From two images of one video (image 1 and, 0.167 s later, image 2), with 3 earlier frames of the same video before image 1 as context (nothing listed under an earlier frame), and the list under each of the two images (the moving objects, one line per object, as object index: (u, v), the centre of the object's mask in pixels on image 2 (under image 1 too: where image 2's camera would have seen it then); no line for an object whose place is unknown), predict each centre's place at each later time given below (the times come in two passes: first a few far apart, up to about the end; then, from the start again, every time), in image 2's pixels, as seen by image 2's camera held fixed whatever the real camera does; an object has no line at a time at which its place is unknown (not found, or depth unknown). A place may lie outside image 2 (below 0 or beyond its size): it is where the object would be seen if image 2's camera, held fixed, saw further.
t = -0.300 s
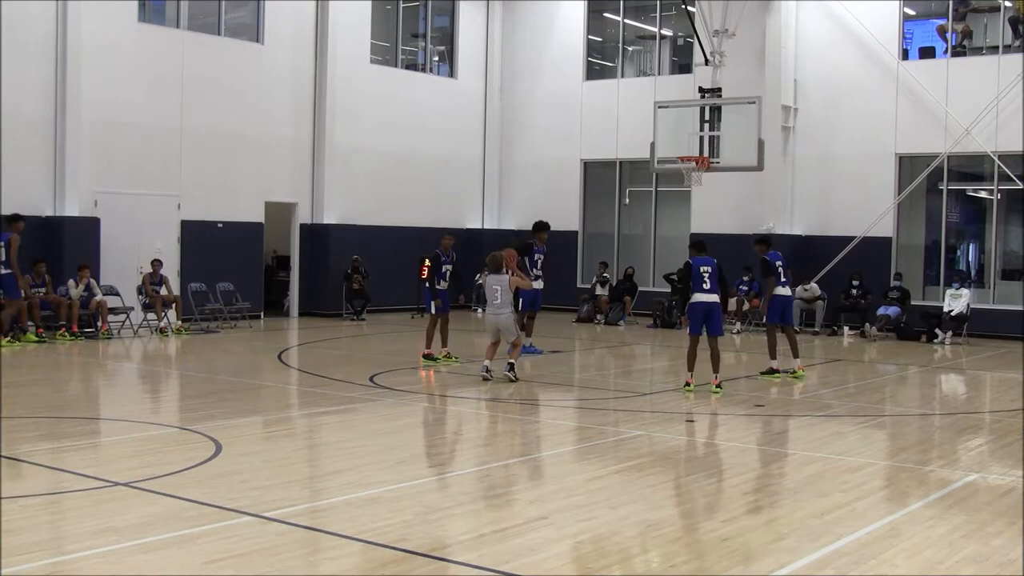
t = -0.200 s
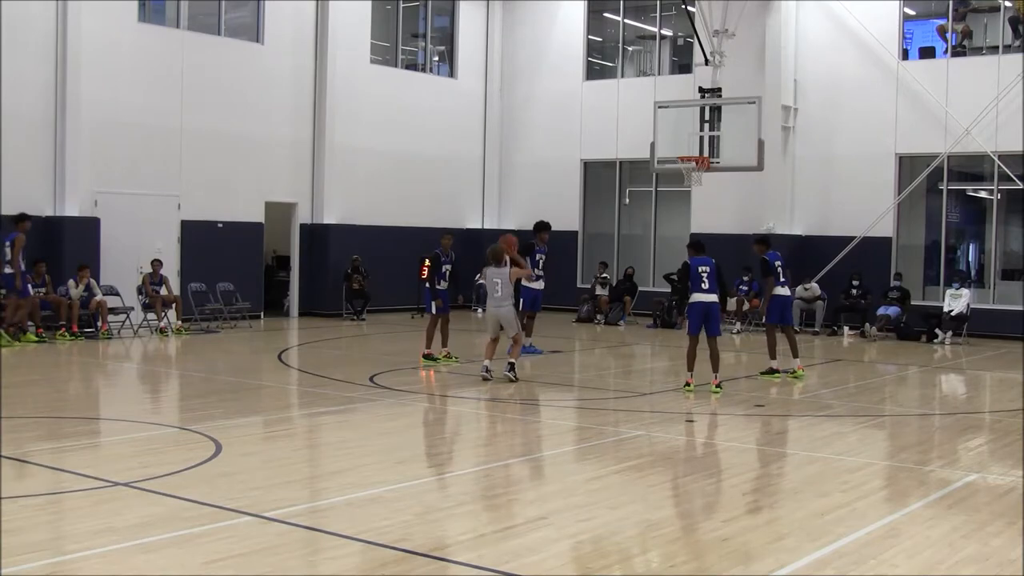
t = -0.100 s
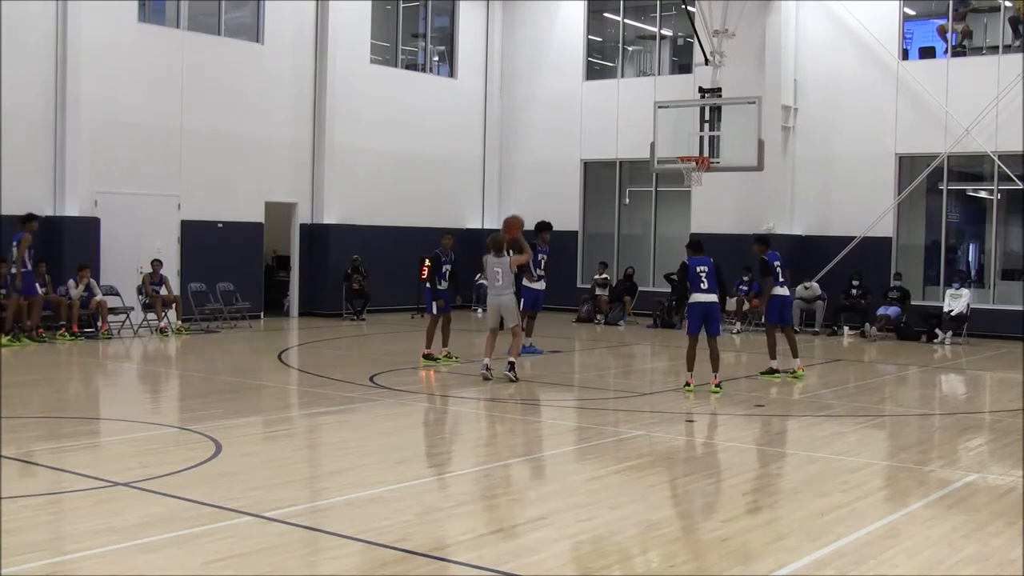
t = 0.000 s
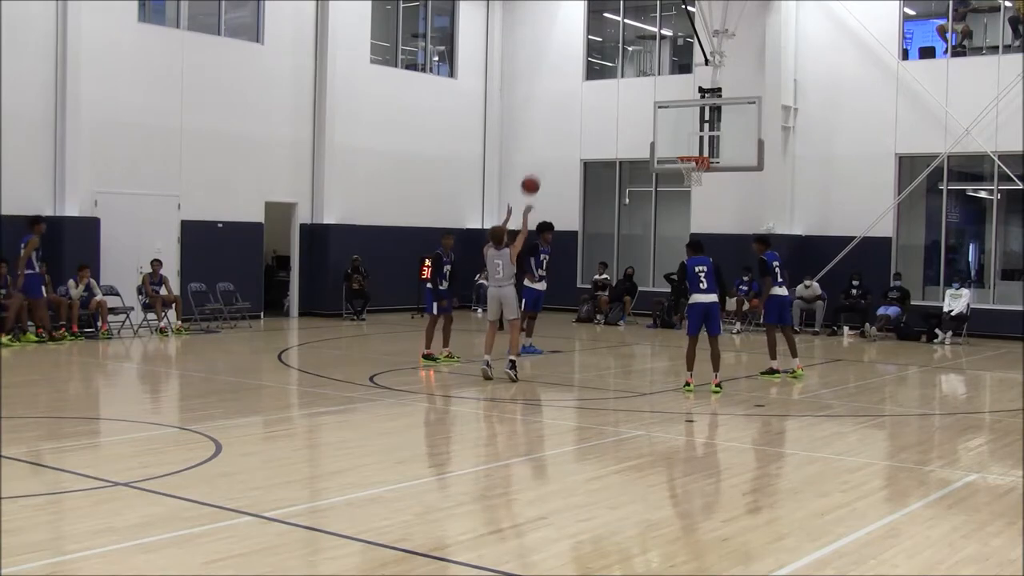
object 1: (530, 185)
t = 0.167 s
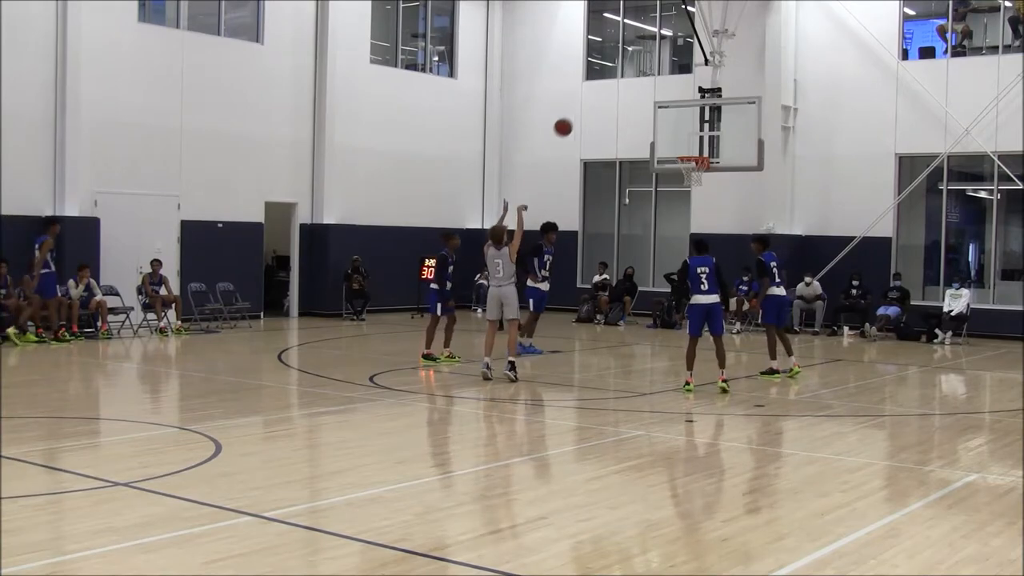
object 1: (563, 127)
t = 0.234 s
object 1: (575, 111)
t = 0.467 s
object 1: (616, 82)
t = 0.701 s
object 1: (651, 91)
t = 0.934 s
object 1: (683, 134)
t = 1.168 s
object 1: (685, 143)
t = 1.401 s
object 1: (658, 138)
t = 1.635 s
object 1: (632, 167)
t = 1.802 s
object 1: (613, 208)
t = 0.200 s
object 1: (569, 118)
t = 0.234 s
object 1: (575, 111)
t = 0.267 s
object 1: (581, 104)
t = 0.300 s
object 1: (587, 98)
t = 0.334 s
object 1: (593, 93)
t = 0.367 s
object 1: (599, 89)
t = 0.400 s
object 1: (604, 86)
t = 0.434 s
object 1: (610, 83)
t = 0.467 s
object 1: (616, 82)
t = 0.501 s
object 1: (621, 80)
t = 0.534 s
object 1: (626, 80)
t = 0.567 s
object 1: (631, 81)
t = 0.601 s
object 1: (636, 82)
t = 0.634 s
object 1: (641, 84)
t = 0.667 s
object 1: (646, 87)
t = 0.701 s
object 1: (651, 91)
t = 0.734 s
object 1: (656, 94)
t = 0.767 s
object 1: (661, 100)
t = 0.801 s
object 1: (665, 105)
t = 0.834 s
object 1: (670, 112)
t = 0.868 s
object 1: (674, 119)
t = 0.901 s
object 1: (679, 126)
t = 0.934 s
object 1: (683, 134)
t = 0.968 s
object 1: (687, 143)
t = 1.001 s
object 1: (692, 151)
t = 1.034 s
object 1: (694, 152)
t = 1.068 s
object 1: (695, 152)
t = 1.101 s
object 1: (693, 150)
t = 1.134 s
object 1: (689, 146)
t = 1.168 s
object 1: (685, 143)
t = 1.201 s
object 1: (681, 140)
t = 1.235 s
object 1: (677, 138)
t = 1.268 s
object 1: (674, 136)
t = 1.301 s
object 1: (670, 135)
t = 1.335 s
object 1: (666, 136)
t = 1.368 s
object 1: (662, 136)
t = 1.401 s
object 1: (658, 138)
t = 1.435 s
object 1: (654, 140)
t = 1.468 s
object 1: (650, 142)
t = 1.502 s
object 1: (646, 146)
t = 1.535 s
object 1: (643, 149)
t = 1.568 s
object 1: (639, 155)
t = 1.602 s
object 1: (635, 160)
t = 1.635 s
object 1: (632, 167)
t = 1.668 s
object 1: (628, 174)
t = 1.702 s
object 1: (623, 182)
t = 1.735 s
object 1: (621, 189)
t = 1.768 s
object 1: (617, 198)
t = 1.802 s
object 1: (613, 208)
